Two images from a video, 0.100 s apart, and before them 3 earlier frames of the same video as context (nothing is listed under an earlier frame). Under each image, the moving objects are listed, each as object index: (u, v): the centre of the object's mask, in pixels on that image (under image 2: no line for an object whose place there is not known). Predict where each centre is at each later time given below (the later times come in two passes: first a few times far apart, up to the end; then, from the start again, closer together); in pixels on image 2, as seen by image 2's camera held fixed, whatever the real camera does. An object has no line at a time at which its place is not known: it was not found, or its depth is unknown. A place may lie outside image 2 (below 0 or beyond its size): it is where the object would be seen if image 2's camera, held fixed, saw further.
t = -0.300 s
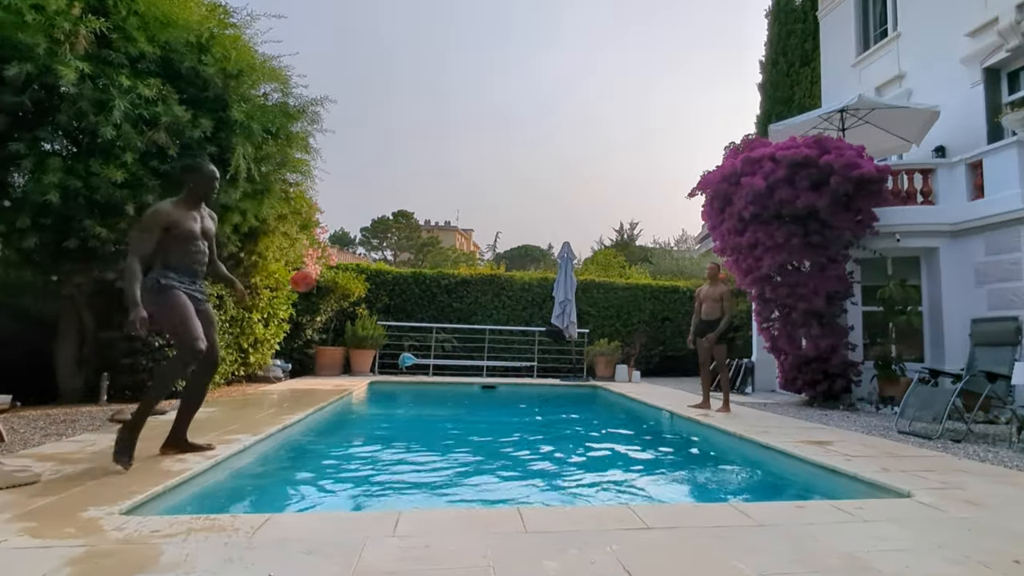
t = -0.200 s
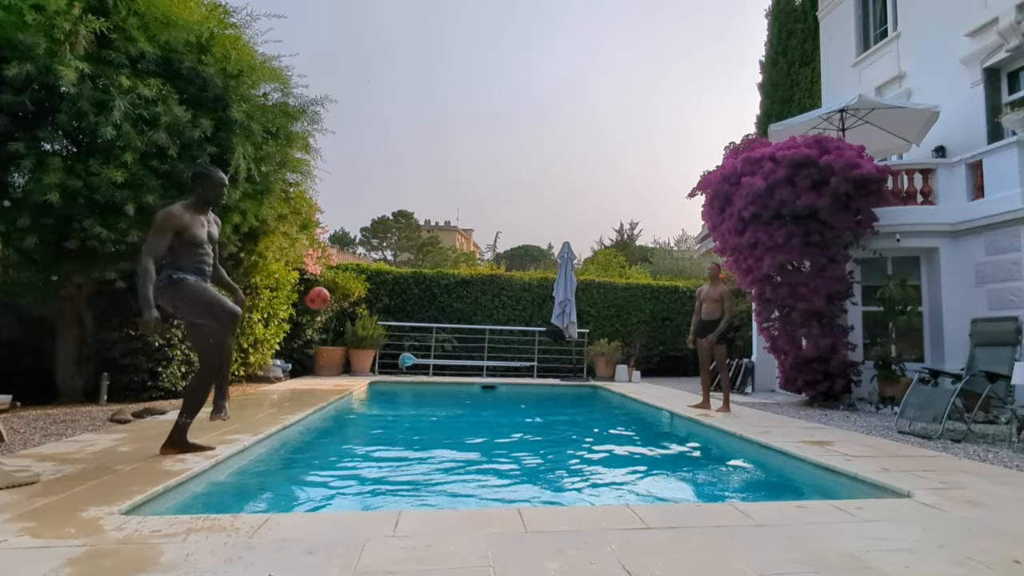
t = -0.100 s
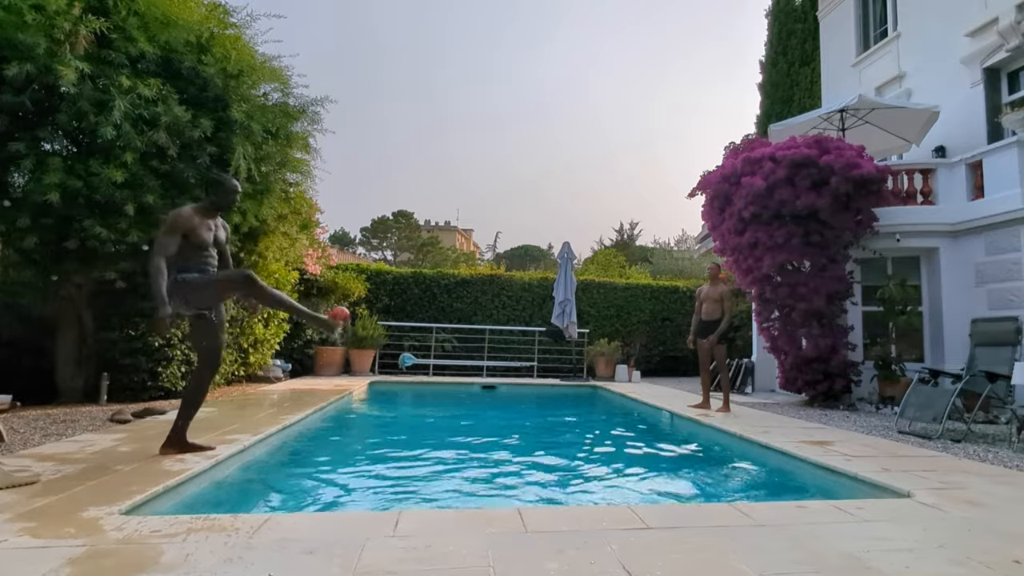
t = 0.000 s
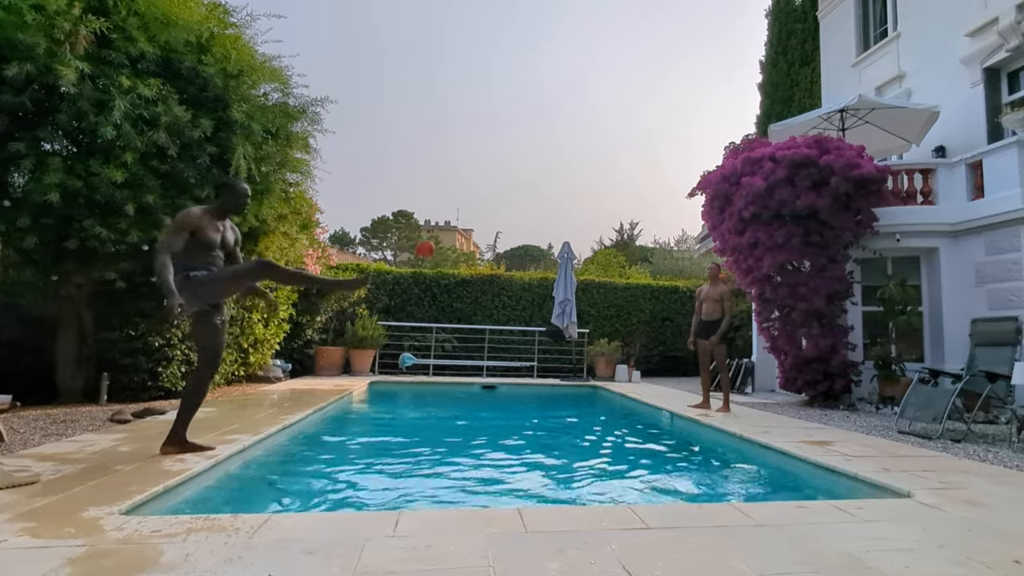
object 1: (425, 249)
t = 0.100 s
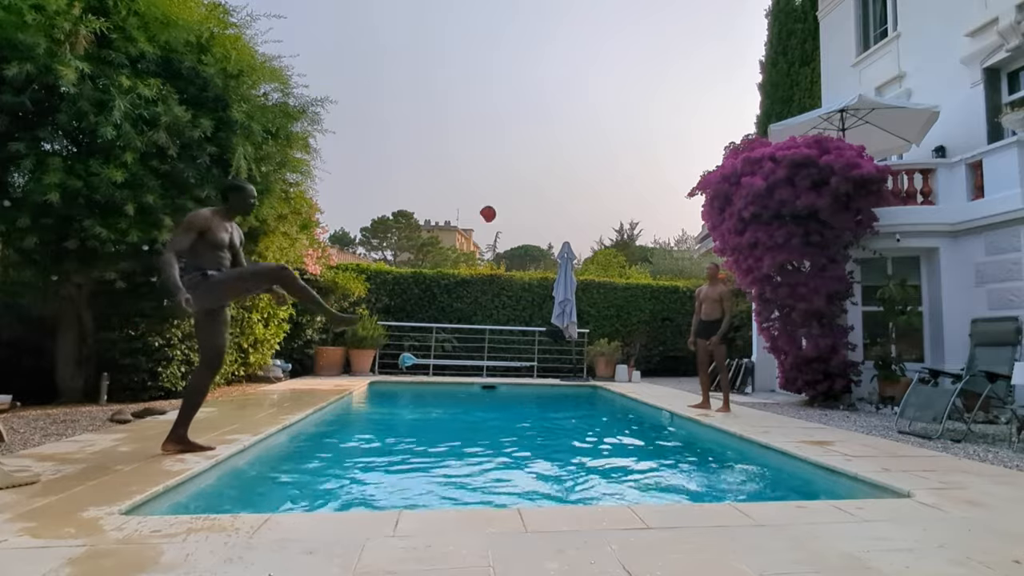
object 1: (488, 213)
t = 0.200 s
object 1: (538, 197)
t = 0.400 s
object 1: (610, 201)
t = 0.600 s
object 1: (661, 236)
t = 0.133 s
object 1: (505, 206)
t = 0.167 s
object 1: (522, 200)
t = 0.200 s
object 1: (538, 197)
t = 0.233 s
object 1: (552, 195)
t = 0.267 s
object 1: (565, 193)
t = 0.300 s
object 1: (577, 193)
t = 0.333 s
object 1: (589, 194)
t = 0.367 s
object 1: (600, 197)
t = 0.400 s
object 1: (610, 201)
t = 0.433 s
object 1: (619, 204)
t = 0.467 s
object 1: (629, 209)
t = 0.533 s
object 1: (646, 221)
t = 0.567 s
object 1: (654, 228)
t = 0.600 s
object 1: (661, 236)
